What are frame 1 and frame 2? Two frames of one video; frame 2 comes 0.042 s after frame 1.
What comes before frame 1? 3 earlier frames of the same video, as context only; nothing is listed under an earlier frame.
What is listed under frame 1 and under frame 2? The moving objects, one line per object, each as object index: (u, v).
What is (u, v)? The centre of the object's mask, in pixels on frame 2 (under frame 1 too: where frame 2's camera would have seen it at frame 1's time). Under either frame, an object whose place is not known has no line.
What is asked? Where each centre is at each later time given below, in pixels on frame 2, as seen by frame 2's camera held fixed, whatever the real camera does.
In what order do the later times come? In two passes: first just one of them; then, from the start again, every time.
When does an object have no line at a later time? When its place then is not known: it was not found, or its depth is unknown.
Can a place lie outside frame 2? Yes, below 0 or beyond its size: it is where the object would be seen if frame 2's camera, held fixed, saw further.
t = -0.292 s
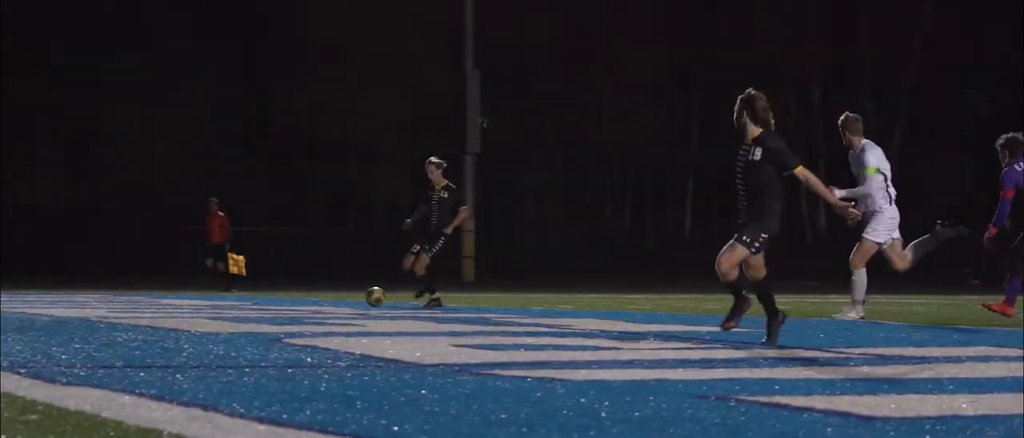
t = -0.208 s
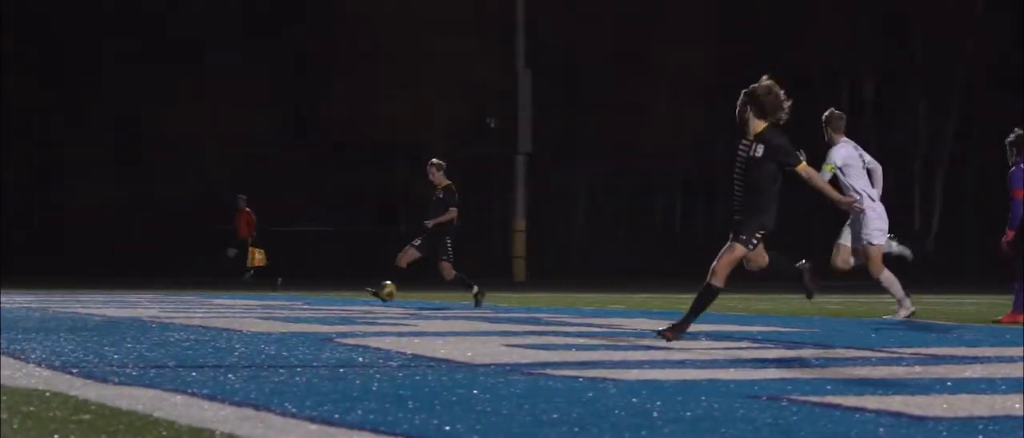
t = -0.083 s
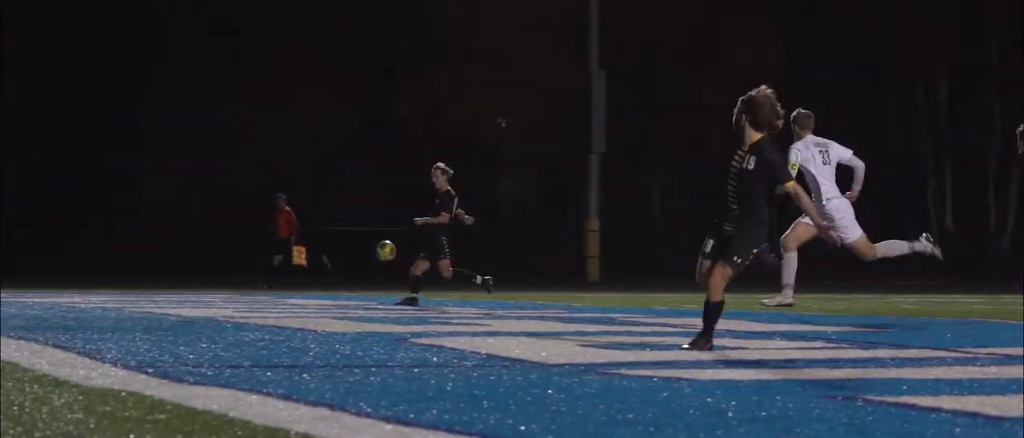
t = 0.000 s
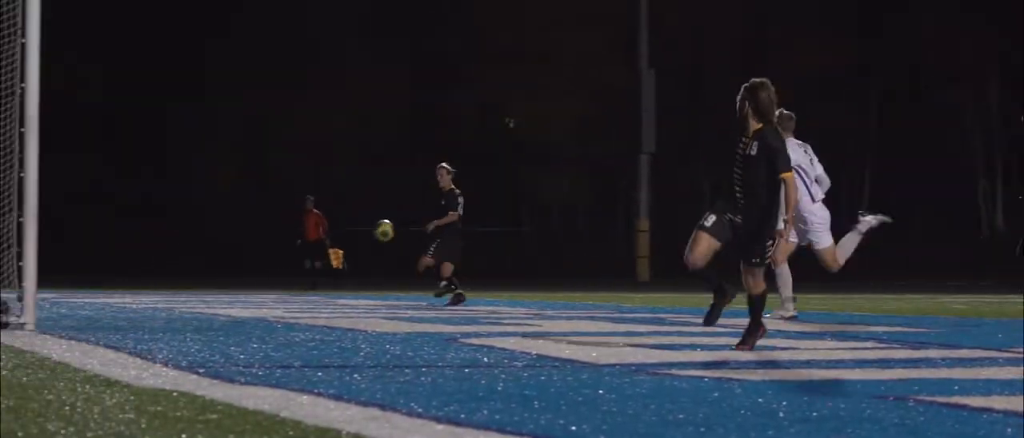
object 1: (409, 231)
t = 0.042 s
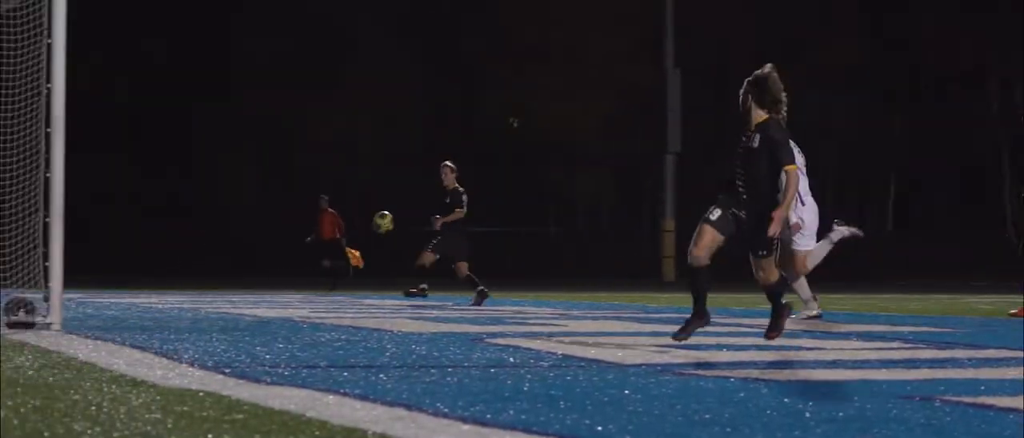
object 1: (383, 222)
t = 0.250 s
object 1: (248, 201)
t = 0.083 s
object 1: (356, 215)
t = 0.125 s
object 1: (330, 209)
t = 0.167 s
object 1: (303, 205)
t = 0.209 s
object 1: (276, 202)
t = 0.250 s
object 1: (248, 201)
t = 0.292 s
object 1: (219, 201)
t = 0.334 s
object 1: (189, 203)
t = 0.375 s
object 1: (158, 206)
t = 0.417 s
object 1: (129, 213)
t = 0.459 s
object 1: (97, 220)
